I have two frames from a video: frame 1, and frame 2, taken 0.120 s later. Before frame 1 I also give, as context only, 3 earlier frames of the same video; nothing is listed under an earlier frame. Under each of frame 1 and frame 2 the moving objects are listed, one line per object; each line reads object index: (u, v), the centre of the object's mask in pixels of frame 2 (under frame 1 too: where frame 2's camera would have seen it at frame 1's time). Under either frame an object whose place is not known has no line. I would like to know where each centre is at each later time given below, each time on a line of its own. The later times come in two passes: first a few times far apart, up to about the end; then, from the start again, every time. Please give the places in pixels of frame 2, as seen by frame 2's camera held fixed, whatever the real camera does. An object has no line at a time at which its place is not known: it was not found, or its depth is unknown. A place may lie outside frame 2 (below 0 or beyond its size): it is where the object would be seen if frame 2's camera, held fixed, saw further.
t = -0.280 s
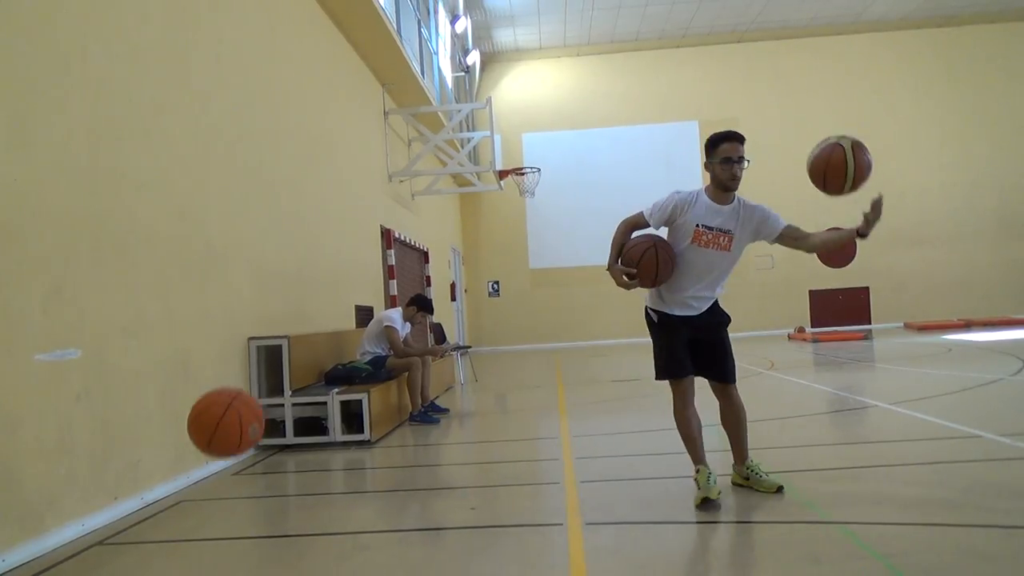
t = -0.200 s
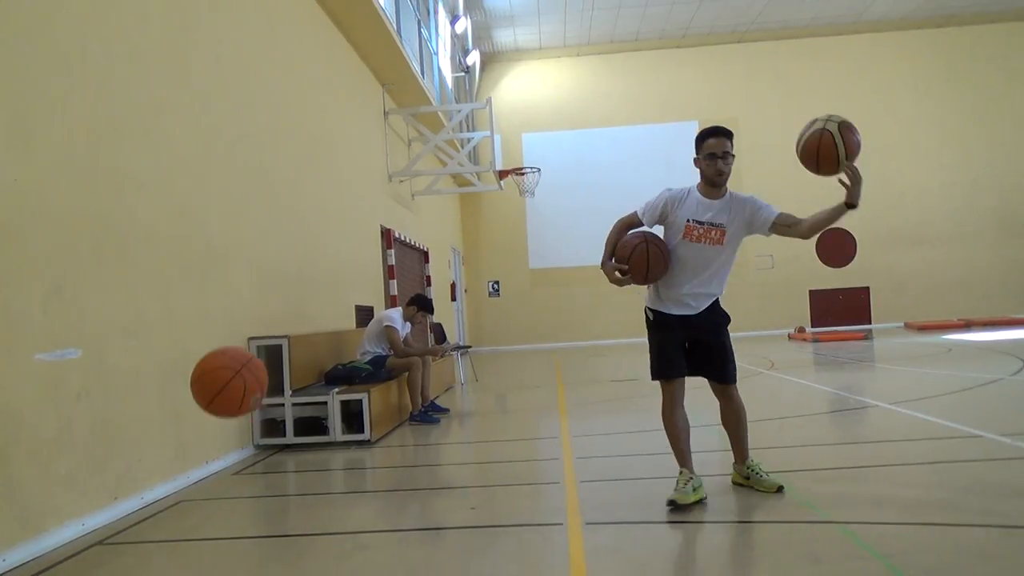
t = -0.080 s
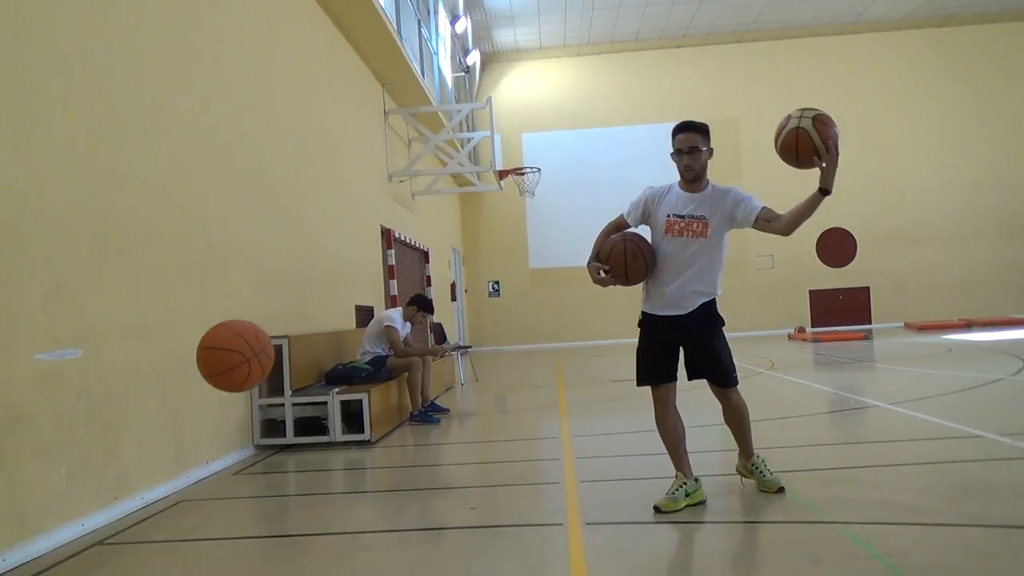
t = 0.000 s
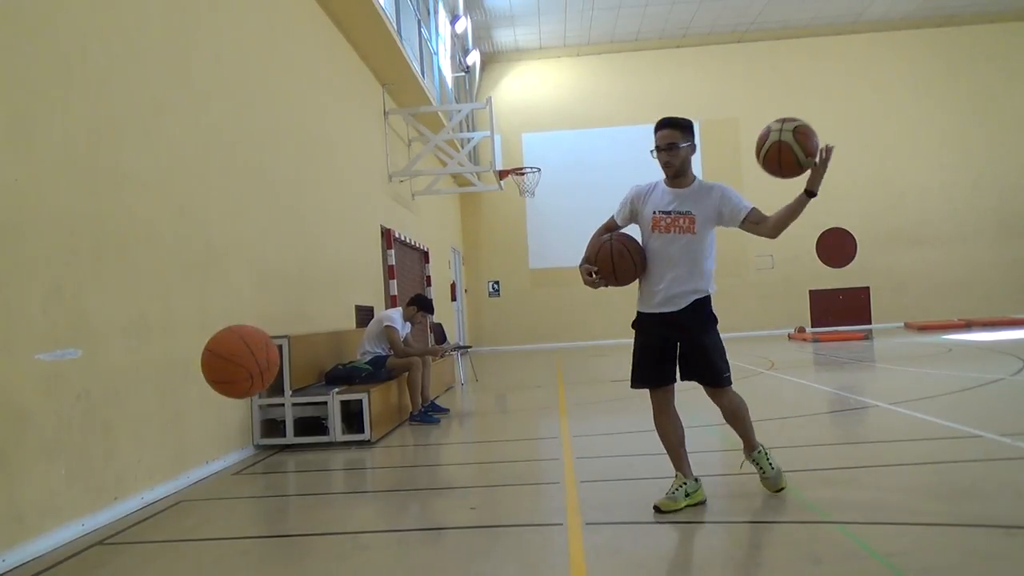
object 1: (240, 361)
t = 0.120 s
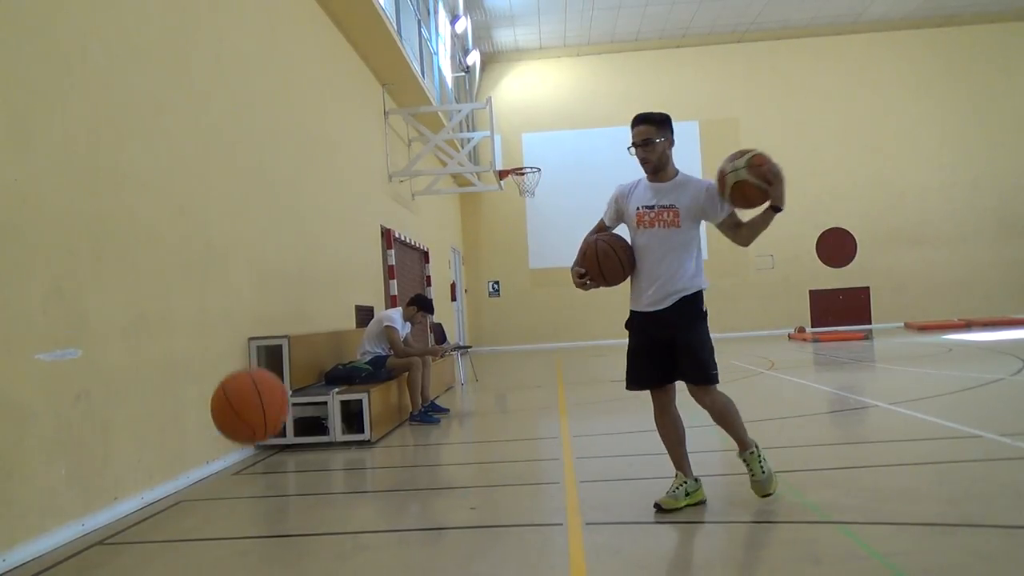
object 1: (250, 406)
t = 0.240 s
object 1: (261, 497)
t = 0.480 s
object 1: (276, 453)
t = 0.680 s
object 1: (289, 423)
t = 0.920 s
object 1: (313, 540)
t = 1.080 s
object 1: (319, 497)
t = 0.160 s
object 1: (253, 431)
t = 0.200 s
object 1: (257, 461)
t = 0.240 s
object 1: (261, 497)
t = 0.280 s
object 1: (266, 538)
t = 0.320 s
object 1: (271, 552)
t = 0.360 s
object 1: (270, 530)
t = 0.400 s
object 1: (272, 497)
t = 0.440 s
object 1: (274, 473)
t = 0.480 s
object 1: (276, 453)
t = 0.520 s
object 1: (278, 437)
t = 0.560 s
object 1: (280, 426)
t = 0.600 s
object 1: (284, 420)
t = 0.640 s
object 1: (286, 419)
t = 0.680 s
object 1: (289, 423)
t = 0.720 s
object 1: (293, 432)
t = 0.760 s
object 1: (296, 446)
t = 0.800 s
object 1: (300, 465)
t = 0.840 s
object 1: (304, 490)
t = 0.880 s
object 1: (308, 520)
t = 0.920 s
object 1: (313, 540)
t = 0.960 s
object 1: (318, 545)
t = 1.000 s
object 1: (318, 528)
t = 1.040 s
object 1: (318, 510)
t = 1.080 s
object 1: (319, 497)
